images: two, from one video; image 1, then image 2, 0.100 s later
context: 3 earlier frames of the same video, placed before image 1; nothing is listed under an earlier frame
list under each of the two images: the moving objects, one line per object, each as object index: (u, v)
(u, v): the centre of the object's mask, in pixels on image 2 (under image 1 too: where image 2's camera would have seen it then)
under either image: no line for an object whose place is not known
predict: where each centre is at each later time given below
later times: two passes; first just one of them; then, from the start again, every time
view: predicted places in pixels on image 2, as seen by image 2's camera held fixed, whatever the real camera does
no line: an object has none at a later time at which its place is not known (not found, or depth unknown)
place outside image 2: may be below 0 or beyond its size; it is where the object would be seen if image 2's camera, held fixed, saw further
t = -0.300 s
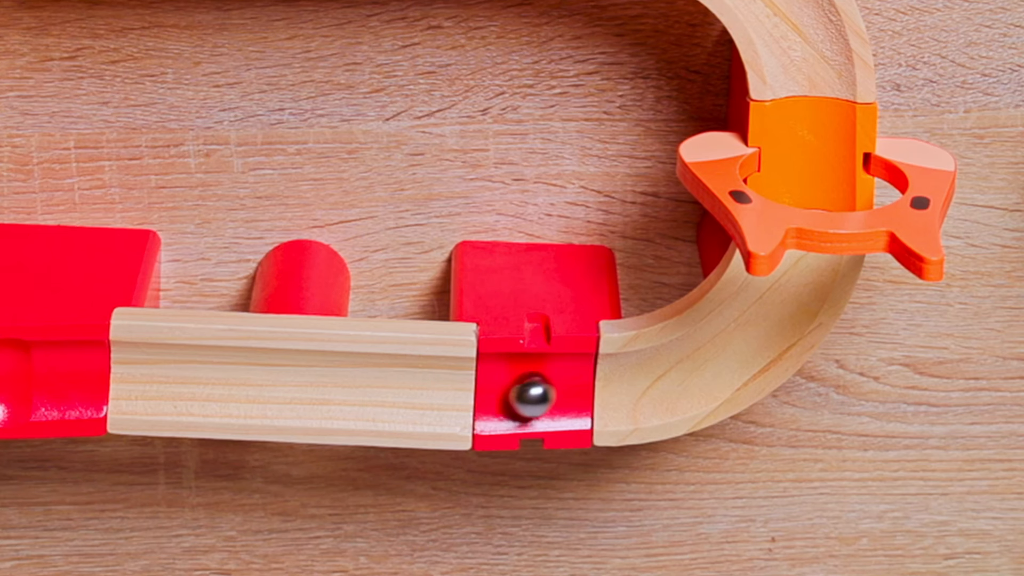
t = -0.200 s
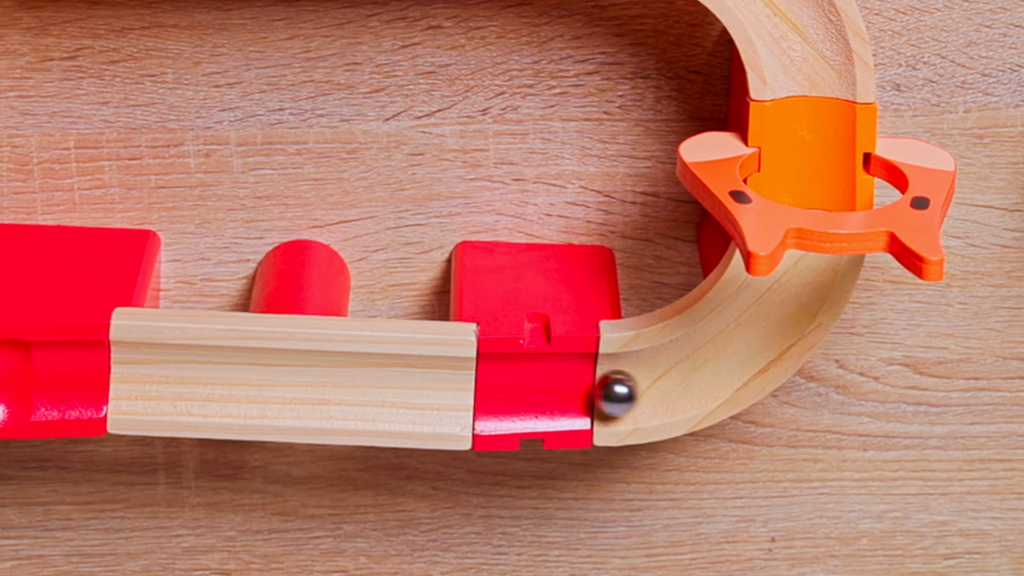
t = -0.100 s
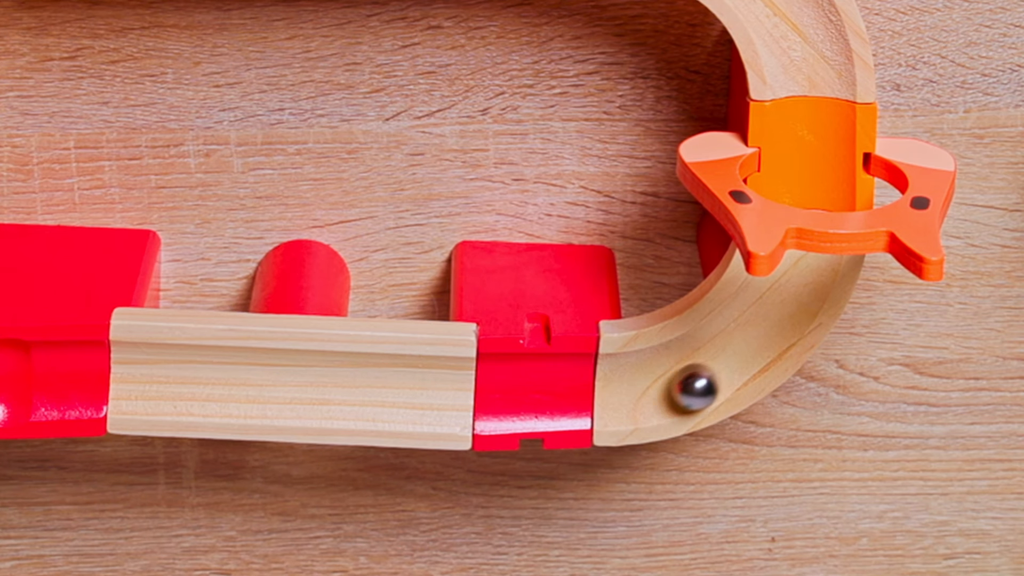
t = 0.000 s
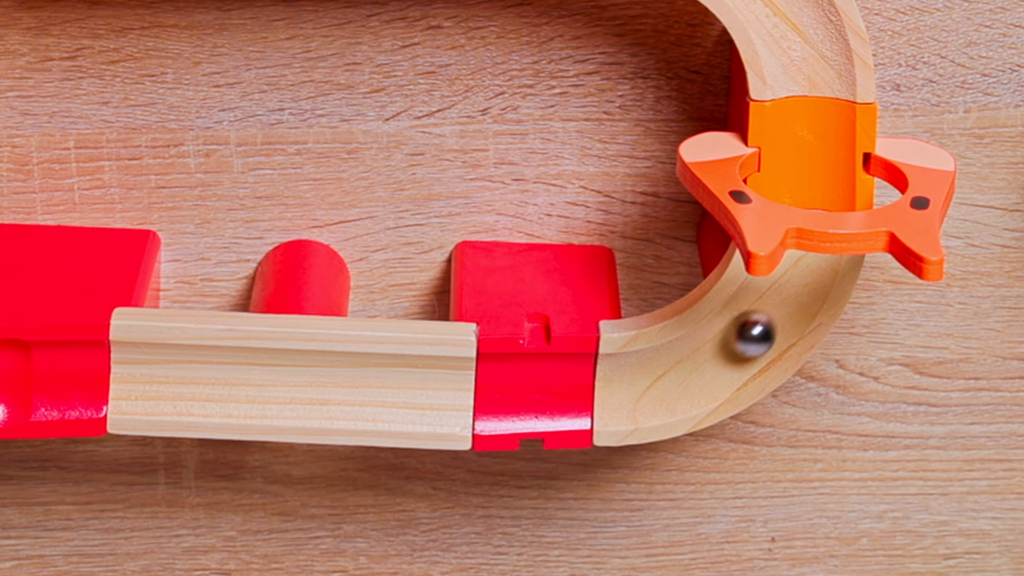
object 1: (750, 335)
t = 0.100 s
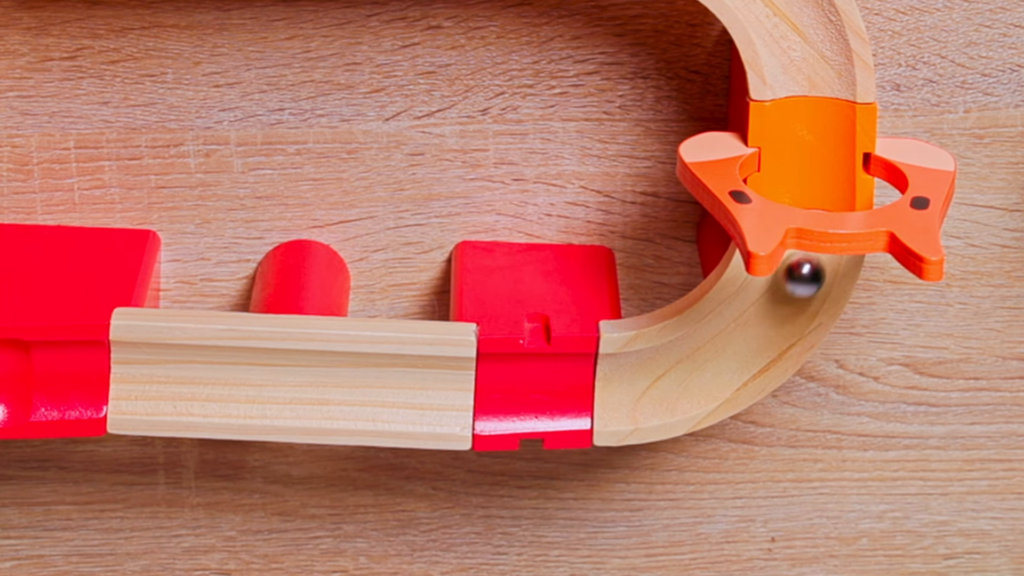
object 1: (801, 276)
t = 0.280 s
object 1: (808, 137)
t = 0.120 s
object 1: (808, 267)
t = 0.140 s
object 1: (811, 261)
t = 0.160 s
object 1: (812, 254)
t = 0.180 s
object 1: (815, 205)
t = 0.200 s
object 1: (811, 196)
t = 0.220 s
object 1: (810, 187)
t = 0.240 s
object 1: (808, 171)
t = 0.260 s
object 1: (808, 154)
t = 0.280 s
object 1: (808, 137)
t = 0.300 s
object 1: (808, 120)
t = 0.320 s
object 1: (809, 102)
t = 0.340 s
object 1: (810, 83)
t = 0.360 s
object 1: (813, 65)
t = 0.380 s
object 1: (813, 47)
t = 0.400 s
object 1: (811, 31)
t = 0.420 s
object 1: (806, 18)
